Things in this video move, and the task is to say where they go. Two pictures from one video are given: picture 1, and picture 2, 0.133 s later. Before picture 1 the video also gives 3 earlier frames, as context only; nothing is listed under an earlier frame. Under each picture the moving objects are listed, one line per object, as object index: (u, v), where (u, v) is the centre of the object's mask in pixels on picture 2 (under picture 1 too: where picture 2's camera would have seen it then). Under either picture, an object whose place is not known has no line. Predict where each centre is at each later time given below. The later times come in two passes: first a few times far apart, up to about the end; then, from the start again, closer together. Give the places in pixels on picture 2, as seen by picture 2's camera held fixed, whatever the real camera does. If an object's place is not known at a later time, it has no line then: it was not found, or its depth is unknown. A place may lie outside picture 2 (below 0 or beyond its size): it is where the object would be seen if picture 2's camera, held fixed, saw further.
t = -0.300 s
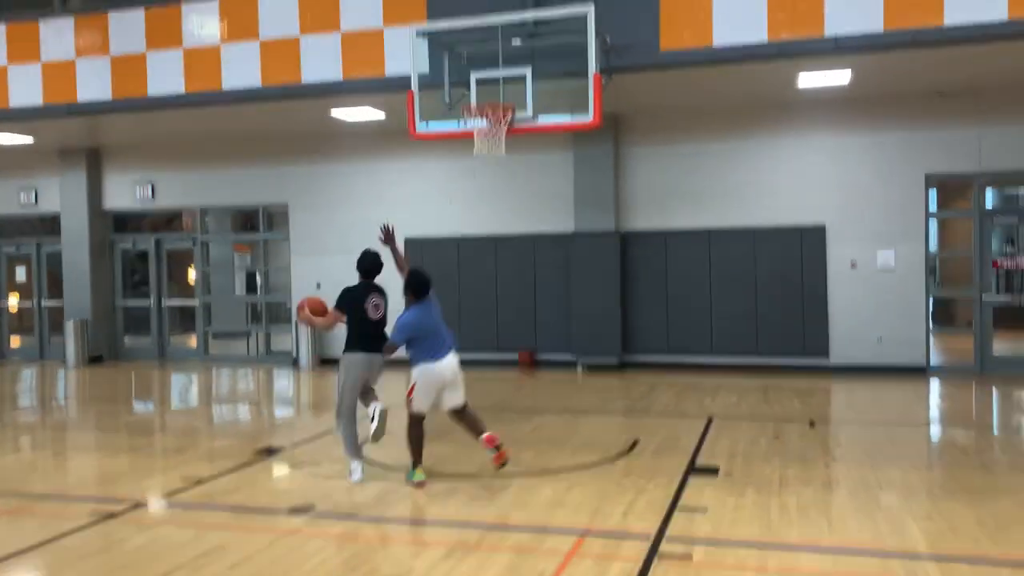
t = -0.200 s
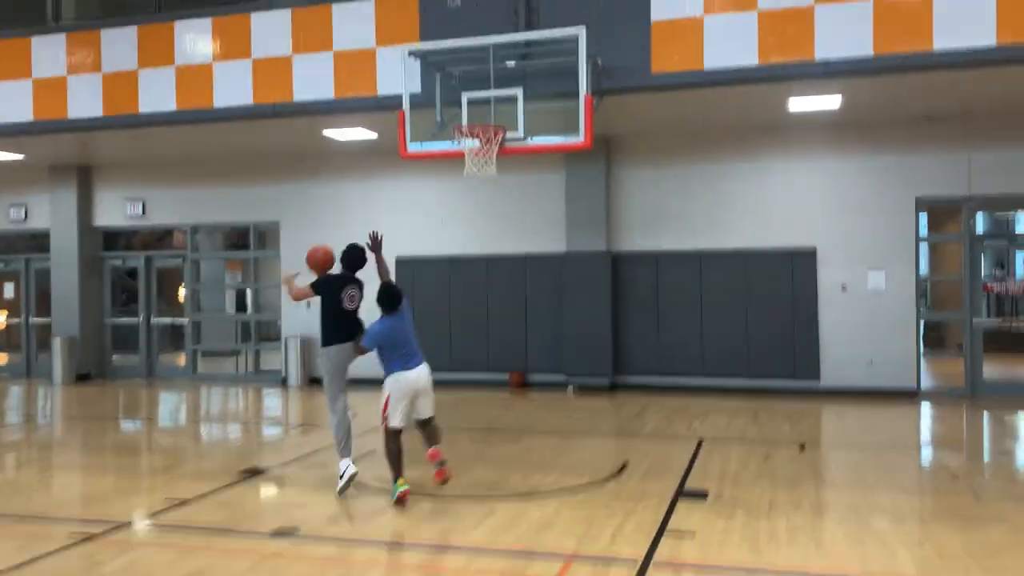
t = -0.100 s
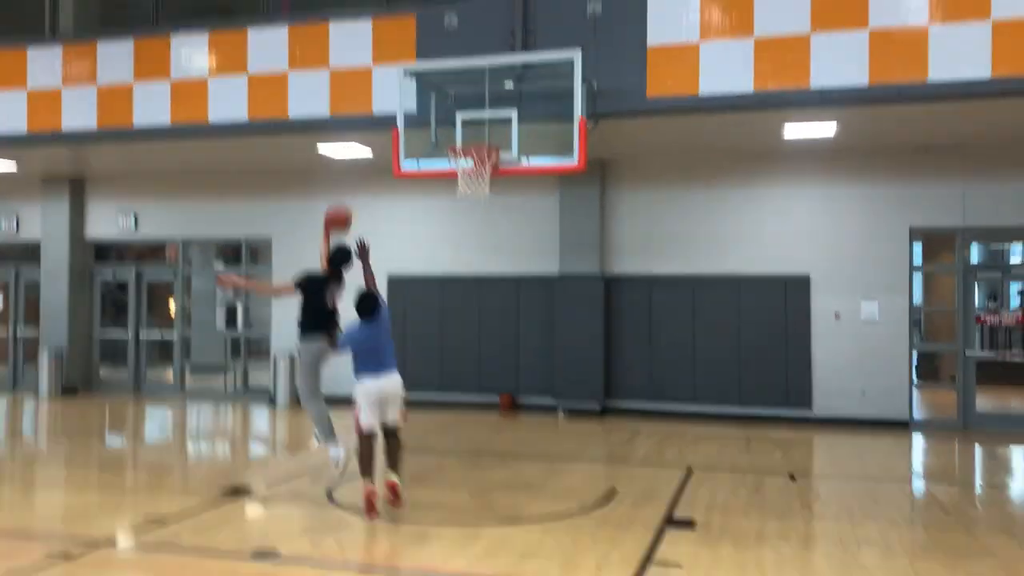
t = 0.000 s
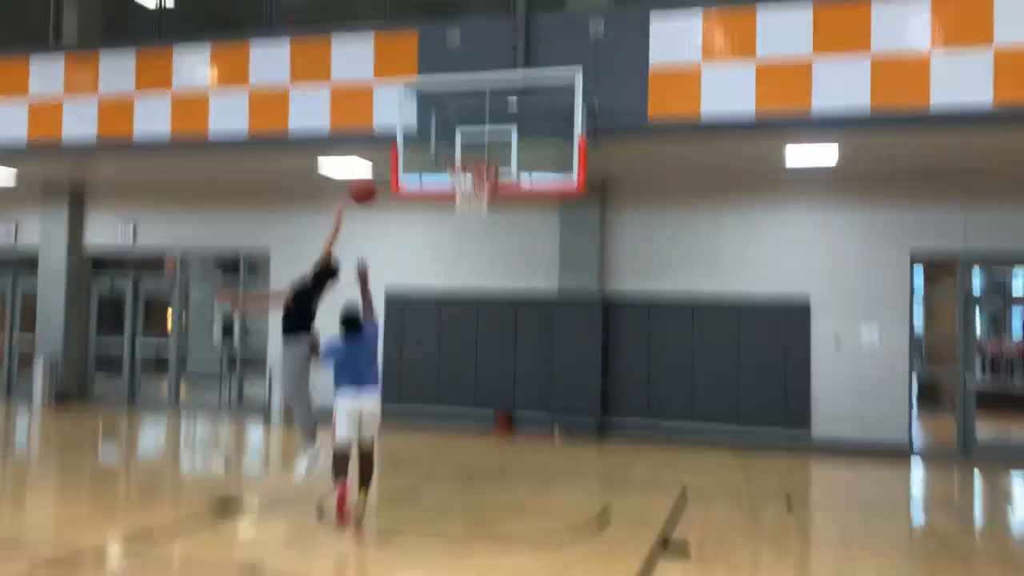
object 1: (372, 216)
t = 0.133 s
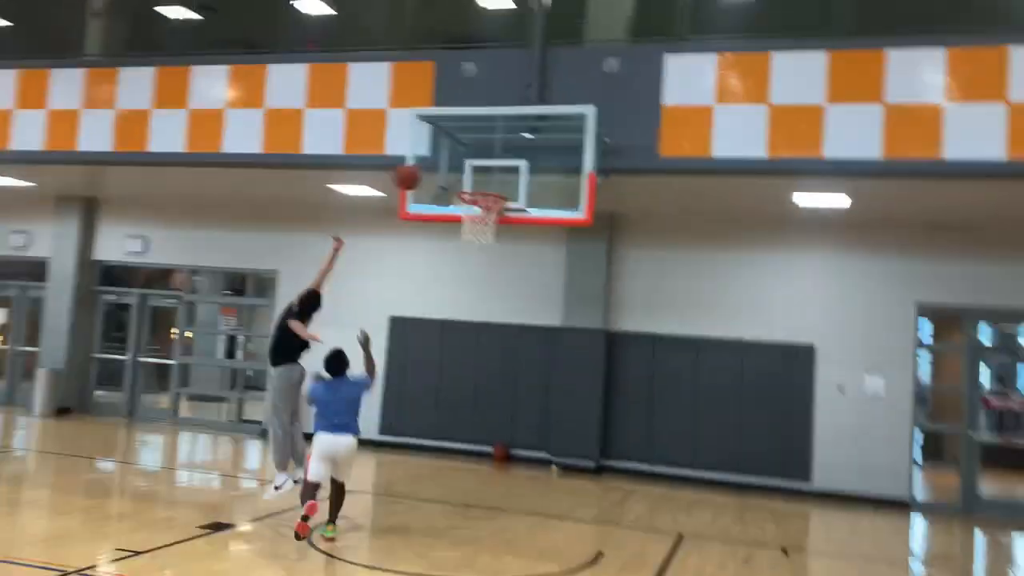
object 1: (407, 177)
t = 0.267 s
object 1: (439, 158)
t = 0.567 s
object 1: (469, 161)
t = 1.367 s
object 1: (490, 372)
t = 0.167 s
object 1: (416, 171)
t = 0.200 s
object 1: (423, 165)
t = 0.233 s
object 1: (432, 161)
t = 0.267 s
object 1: (439, 158)
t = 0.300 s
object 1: (447, 157)
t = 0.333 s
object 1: (453, 156)
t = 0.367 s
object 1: (456, 153)
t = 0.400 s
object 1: (458, 151)
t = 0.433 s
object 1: (460, 151)
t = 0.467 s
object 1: (462, 152)
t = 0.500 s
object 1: (464, 154)
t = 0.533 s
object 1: (466, 157)
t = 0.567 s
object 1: (469, 161)
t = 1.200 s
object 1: (492, 267)
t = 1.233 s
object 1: (492, 284)
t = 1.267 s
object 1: (492, 303)
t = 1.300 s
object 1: (491, 326)
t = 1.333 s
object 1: (490, 347)
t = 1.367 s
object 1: (490, 372)
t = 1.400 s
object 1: (489, 399)
